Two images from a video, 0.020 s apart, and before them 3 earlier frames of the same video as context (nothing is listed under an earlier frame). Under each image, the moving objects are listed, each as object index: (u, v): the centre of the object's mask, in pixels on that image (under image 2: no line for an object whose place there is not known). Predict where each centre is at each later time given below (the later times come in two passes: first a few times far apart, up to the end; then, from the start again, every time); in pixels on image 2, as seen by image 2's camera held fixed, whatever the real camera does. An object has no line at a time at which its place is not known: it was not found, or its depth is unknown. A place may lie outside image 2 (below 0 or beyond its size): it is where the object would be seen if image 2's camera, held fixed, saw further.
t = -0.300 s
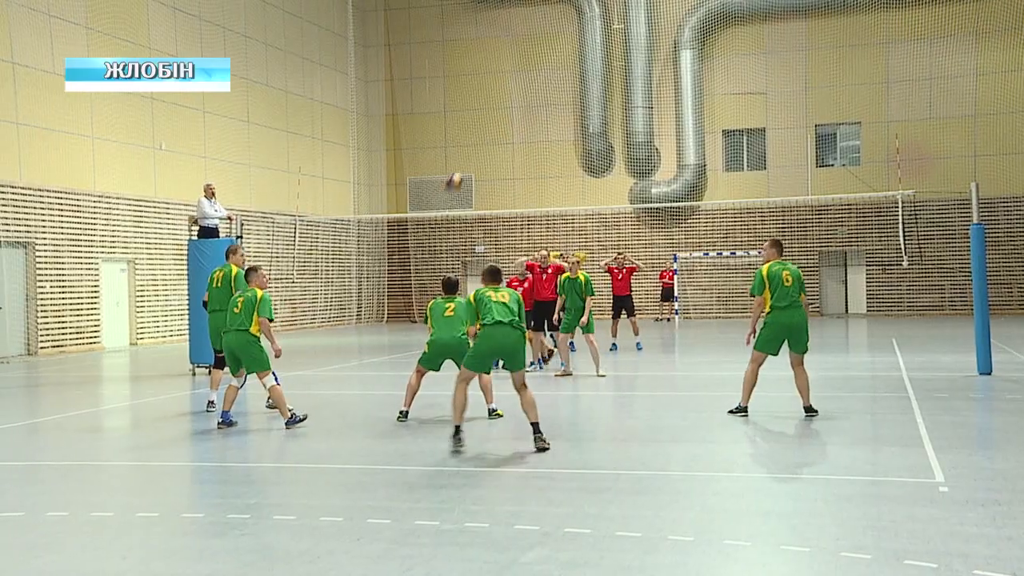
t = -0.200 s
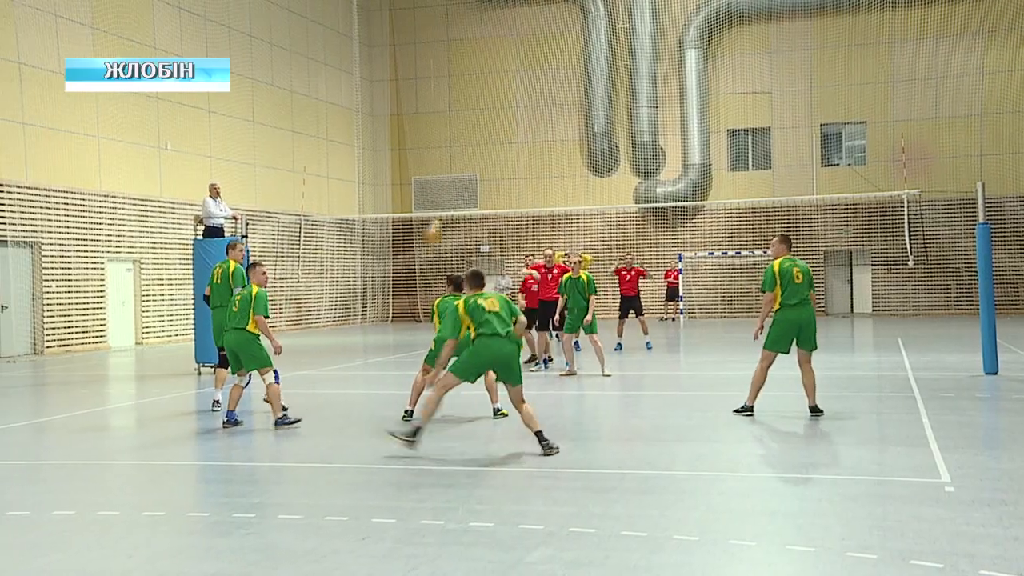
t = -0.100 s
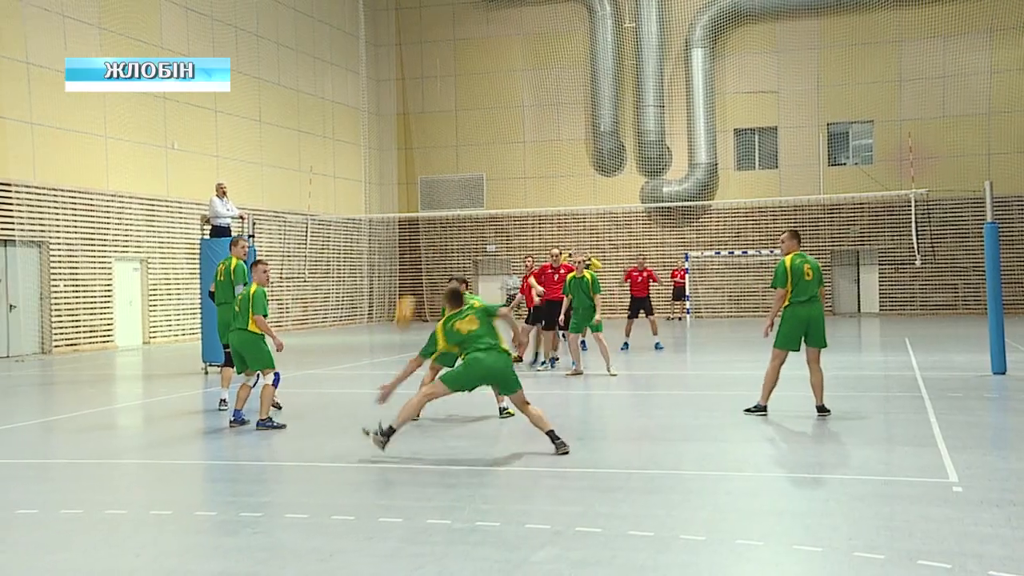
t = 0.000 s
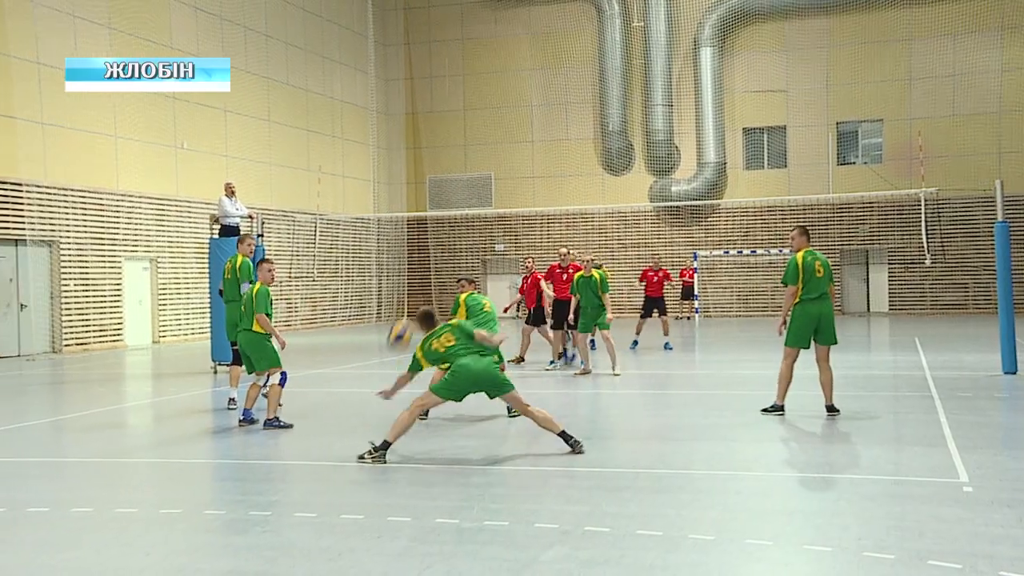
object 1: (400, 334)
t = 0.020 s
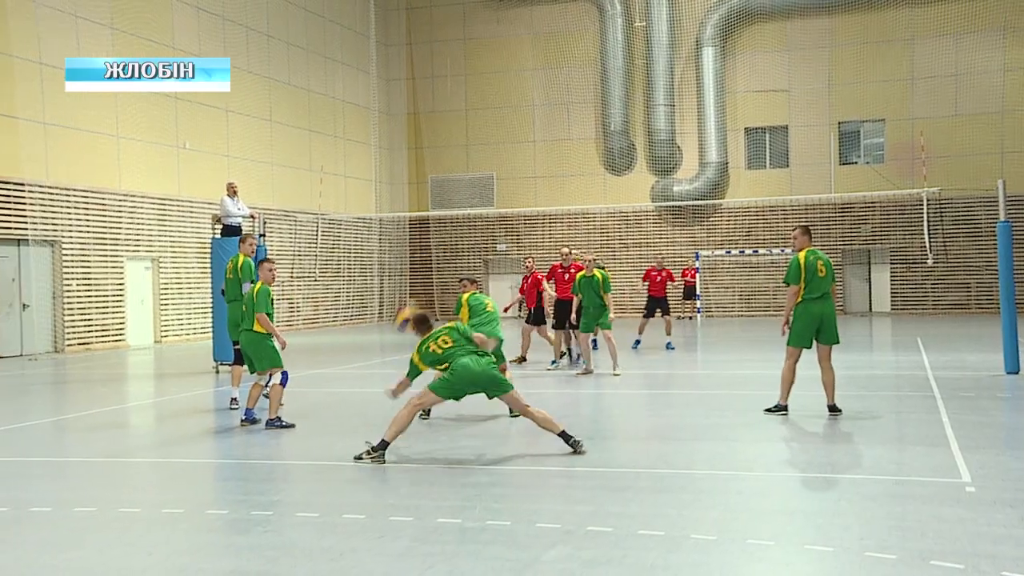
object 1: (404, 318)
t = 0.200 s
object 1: (444, 187)
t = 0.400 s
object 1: (481, 99)
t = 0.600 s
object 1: (513, 56)
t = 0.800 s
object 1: (543, 50)
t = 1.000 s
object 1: (571, 73)
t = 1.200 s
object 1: (596, 123)
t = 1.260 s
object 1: (603, 142)
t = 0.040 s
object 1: (411, 300)
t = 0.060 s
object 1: (416, 280)
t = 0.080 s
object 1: (420, 267)
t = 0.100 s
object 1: (424, 252)
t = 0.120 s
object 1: (428, 235)
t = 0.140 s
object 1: (432, 225)
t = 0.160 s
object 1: (437, 212)
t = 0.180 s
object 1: (441, 199)
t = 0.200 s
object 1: (444, 187)
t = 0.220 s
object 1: (448, 175)
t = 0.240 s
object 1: (452, 163)
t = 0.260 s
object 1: (456, 154)
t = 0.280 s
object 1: (459, 145)
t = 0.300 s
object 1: (463, 136)
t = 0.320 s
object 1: (467, 127)
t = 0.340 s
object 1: (470, 120)
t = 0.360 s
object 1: (474, 112)
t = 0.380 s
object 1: (478, 104)
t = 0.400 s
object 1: (481, 99)
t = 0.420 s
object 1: (484, 92)
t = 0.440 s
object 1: (487, 87)
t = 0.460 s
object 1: (490, 81)
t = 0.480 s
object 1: (495, 76)
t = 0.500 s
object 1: (498, 72)
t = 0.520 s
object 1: (501, 68)
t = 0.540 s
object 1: (504, 65)
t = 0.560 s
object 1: (507, 61)
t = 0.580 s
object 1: (510, 58)
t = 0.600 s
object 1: (513, 56)
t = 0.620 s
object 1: (517, 54)
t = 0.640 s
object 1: (520, 52)
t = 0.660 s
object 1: (523, 50)
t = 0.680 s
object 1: (526, 50)
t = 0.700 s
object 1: (528, 49)
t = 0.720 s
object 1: (531, 48)
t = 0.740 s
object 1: (536, 48)
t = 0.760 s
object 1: (538, 48)
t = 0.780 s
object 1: (541, 49)
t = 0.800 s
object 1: (543, 50)
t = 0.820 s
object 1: (547, 51)
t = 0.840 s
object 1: (549, 53)
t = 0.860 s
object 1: (551, 54)
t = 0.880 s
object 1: (555, 56)
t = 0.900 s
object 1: (558, 58)
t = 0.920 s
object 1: (560, 61)
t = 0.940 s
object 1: (563, 64)
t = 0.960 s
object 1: (566, 67)
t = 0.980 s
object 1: (568, 70)
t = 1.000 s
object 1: (571, 73)
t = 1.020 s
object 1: (574, 78)
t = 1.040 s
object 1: (577, 82)
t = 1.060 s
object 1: (579, 86)
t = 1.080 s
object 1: (581, 91)
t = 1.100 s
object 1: (584, 96)
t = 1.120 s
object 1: (586, 100)
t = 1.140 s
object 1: (590, 106)
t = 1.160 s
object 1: (592, 112)
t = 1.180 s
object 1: (594, 117)
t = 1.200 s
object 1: (596, 123)
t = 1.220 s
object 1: (599, 130)
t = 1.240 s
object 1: (602, 135)
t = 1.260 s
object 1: (603, 142)
